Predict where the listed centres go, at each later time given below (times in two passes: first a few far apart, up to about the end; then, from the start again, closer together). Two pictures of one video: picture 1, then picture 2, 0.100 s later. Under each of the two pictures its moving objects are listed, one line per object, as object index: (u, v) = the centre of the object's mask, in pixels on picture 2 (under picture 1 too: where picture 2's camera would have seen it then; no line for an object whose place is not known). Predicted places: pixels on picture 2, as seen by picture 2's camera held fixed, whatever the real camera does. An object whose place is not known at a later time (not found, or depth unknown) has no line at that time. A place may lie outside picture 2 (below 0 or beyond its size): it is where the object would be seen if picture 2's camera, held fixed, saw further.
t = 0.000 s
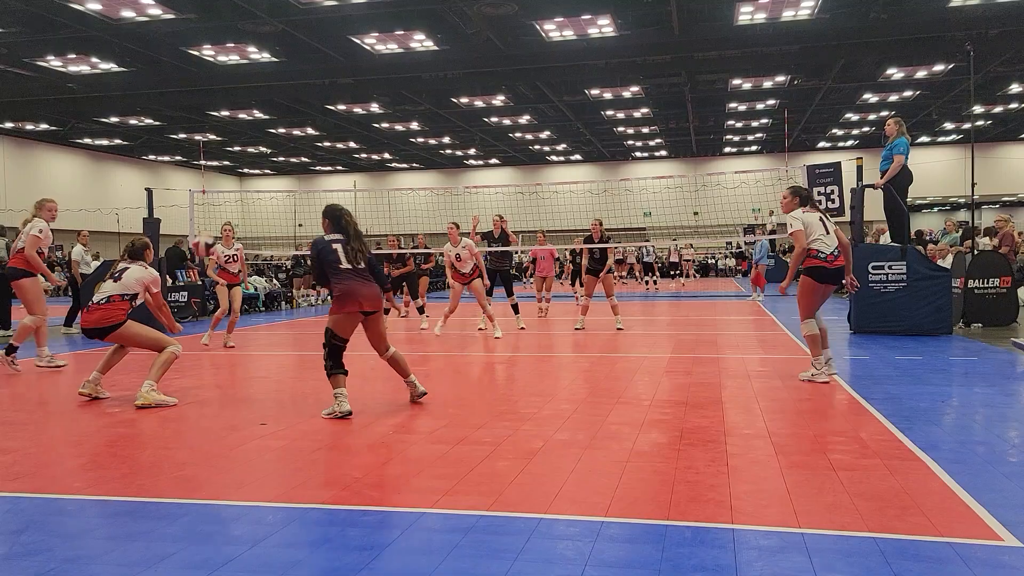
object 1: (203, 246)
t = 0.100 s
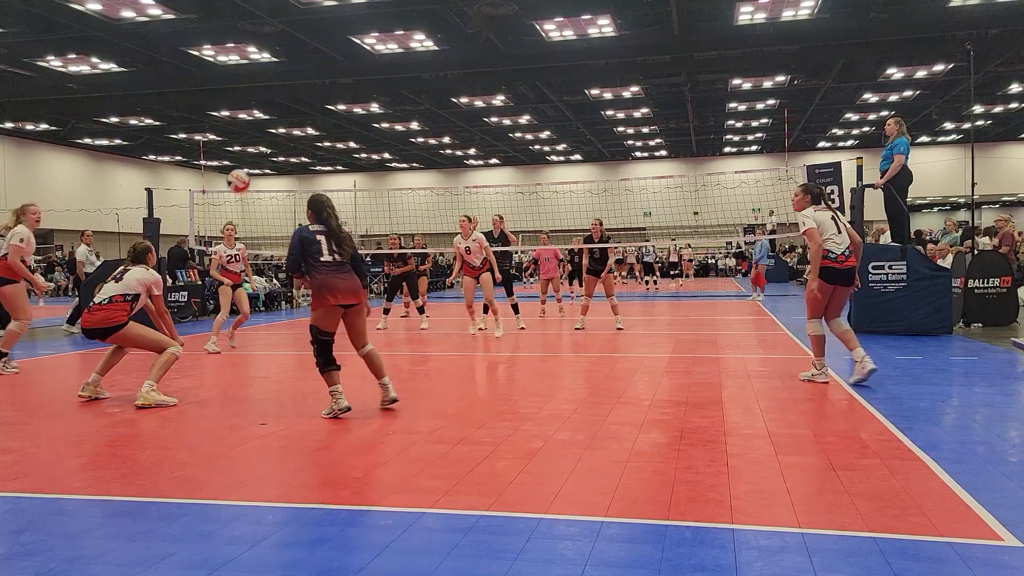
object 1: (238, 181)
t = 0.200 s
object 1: (269, 133)
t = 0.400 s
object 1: (327, 71)
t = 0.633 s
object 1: (388, 54)
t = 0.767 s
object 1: (419, 65)
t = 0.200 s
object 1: (269, 133)
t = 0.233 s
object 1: (280, 119)
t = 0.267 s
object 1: (289, 107)
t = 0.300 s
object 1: (299, 96)
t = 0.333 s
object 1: (308, 87)
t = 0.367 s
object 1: (318, 78)
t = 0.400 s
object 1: (327, 71)
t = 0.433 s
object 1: (336, 65)
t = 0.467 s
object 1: (345, 61)
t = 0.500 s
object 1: (354, 57)
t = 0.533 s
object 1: (362, 54)
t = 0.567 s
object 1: (370, 54)
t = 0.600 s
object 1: (379, 53)
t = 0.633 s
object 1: (388, 54)
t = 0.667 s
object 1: (396, 56)
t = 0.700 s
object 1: (403, 58)
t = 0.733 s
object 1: (411, 61)
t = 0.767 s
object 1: (419, 65)
